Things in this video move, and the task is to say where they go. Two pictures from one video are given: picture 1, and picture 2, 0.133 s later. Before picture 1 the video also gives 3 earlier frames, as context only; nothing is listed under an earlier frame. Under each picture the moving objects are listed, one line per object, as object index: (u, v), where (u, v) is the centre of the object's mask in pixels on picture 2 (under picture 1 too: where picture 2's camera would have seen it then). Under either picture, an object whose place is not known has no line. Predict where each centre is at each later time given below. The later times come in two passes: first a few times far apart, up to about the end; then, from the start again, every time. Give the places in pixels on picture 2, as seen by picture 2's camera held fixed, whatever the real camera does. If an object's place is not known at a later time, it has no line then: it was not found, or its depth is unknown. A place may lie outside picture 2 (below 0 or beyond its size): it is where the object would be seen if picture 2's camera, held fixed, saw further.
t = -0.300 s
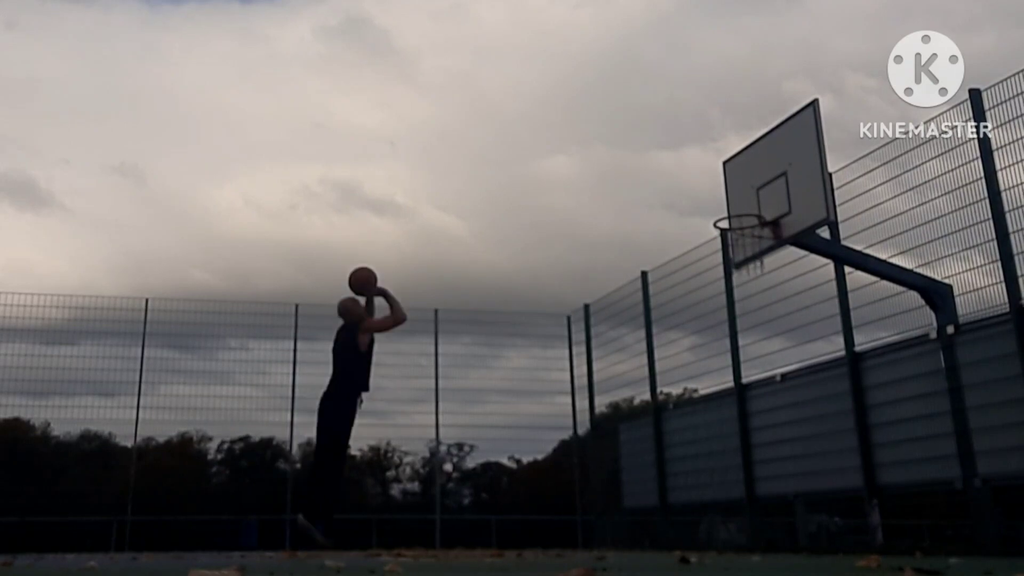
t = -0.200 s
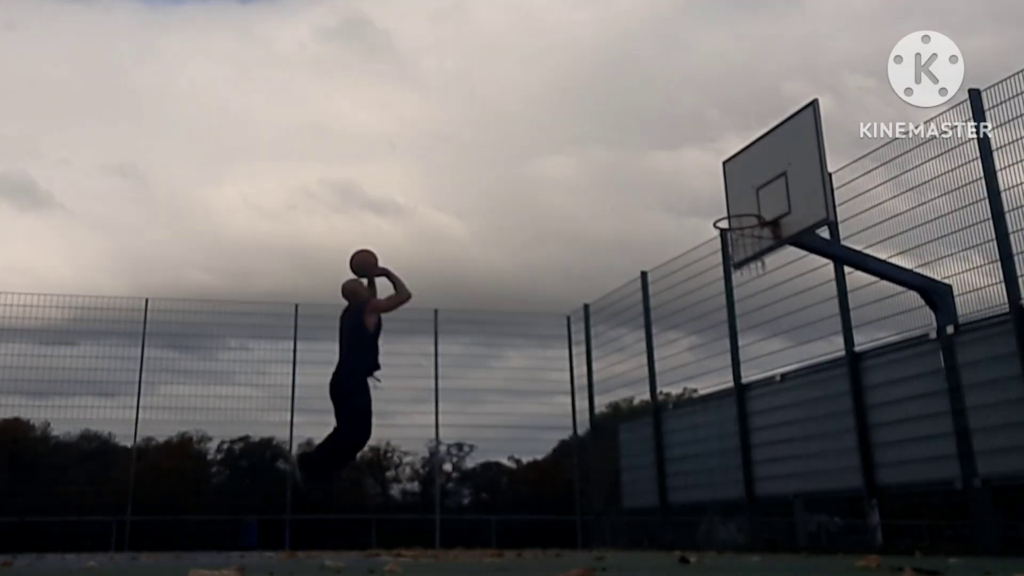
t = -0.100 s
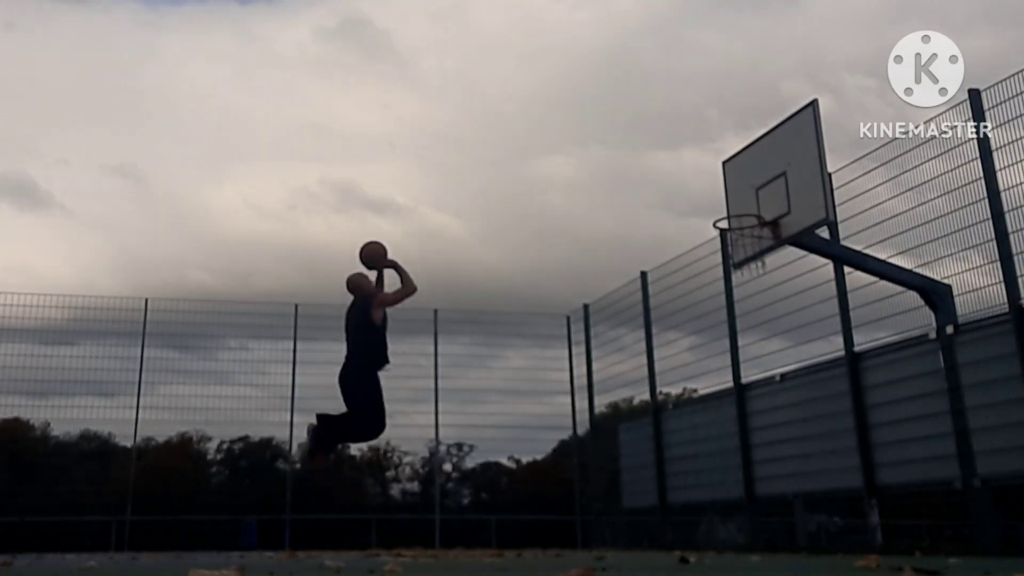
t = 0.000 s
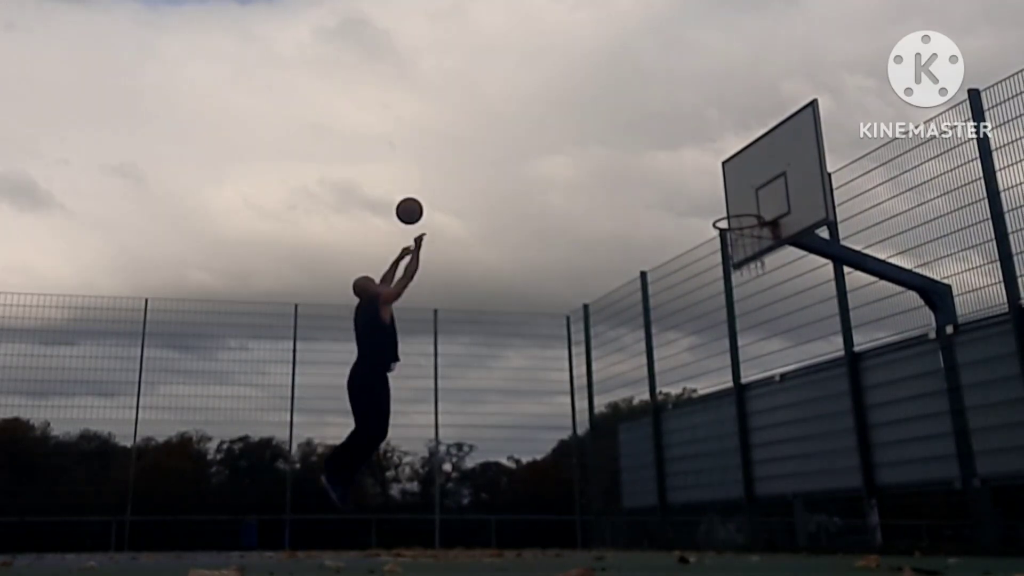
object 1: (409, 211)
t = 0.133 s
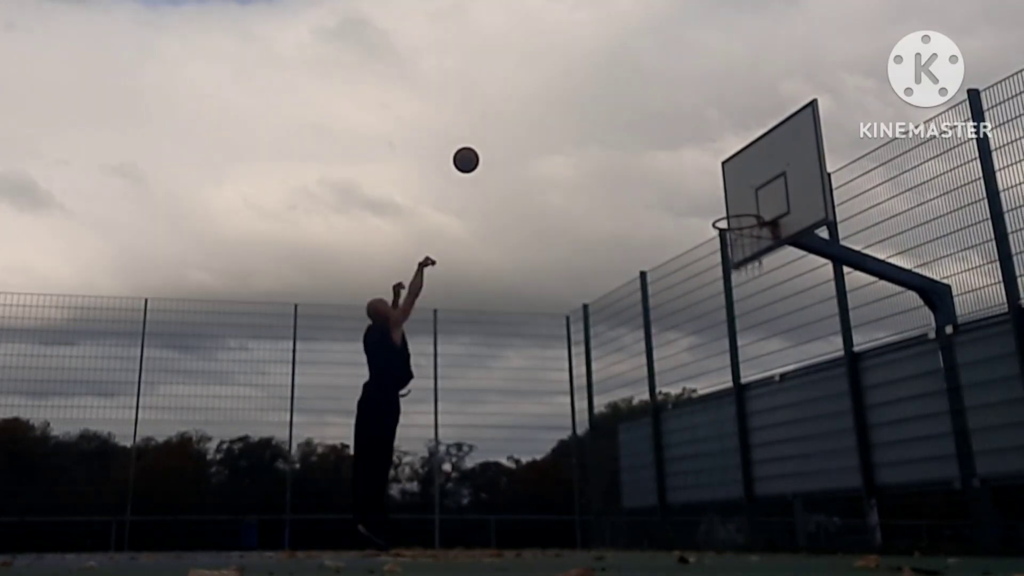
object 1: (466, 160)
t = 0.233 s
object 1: (506, 136)
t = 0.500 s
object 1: (606, 123)
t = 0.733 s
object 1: (691, 167)
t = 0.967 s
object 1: (729, 233)
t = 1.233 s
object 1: (736, 245)
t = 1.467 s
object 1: (743, 281)
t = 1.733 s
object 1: (759, 386)
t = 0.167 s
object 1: (479, 150)
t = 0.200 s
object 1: (493, 142)
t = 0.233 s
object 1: (506, 136)
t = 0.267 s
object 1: (519, 130)
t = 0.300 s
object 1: (532, 126)
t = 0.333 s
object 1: (545, 123)
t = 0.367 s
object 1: (557, 121)
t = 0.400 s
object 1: (570, 119)
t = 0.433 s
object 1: (582, 119)
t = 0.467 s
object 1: (594, 121)
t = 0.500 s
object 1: (606, 123)
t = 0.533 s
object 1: (619, 126)
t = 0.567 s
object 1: (631, 130)
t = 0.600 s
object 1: (643, 135)
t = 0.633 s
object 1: (655, 142)
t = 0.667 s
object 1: (667, 149)
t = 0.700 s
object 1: (679, 157)
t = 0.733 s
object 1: (691, 167)
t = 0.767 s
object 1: (703, 177)
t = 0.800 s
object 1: (715, 189)
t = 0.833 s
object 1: (727, 201)
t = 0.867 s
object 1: (740, 214)
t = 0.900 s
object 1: (745, 225)
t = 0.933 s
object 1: (736, 233)
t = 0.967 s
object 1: (729, 233)
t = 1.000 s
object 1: (727, 231)
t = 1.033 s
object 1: (729, 234)
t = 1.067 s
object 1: (731, 236)
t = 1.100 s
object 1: (732, 237)
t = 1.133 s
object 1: (733, 238)
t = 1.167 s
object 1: (734, 239)
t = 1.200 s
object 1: (734, 241)
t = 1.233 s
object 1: (736, 245)
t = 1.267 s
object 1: (738, 249)
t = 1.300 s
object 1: (738, 253)
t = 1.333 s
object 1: (739, 256)
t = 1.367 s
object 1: (740, 261)
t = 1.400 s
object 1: (740, 267)
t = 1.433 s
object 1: (741, 273)
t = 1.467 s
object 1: (743, 281)
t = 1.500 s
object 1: (745, 290)
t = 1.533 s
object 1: (746, 300)
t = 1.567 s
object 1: (748, 311)
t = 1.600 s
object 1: (750, 324)
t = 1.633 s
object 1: (752, 338)
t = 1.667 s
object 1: (754, 353)
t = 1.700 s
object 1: (756, 369)
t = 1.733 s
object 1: (759, 386)
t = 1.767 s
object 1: (761, 406)
